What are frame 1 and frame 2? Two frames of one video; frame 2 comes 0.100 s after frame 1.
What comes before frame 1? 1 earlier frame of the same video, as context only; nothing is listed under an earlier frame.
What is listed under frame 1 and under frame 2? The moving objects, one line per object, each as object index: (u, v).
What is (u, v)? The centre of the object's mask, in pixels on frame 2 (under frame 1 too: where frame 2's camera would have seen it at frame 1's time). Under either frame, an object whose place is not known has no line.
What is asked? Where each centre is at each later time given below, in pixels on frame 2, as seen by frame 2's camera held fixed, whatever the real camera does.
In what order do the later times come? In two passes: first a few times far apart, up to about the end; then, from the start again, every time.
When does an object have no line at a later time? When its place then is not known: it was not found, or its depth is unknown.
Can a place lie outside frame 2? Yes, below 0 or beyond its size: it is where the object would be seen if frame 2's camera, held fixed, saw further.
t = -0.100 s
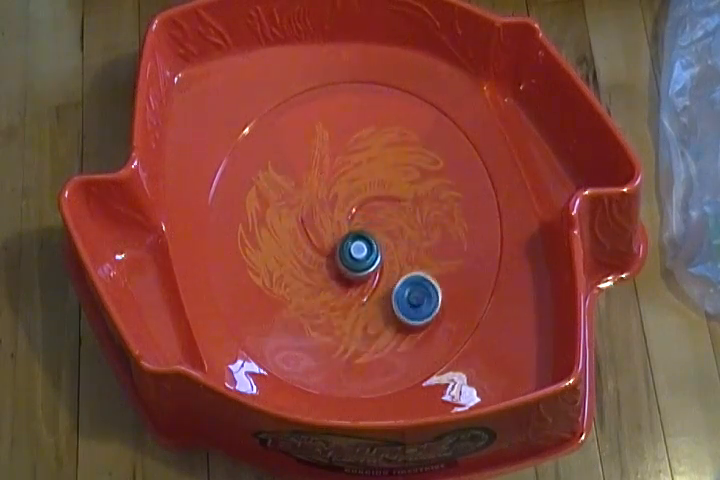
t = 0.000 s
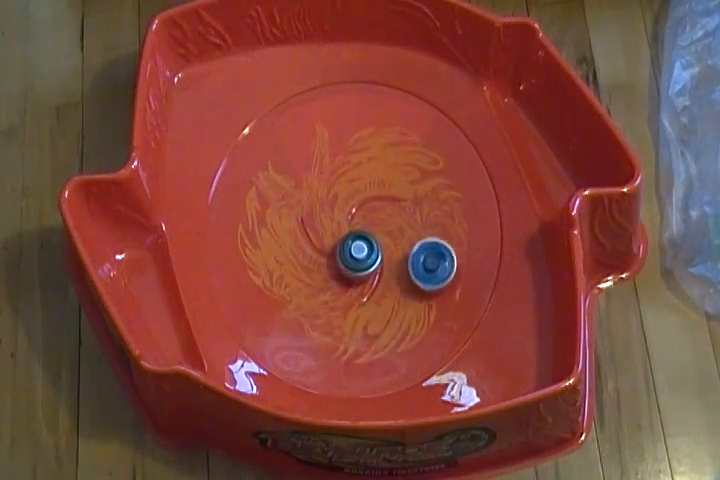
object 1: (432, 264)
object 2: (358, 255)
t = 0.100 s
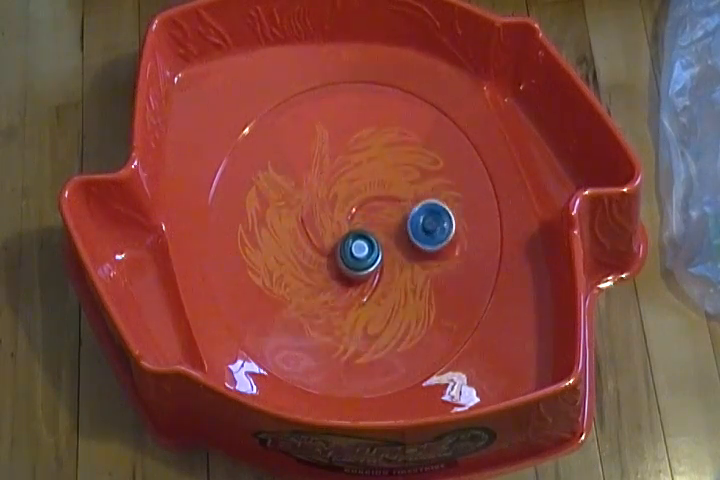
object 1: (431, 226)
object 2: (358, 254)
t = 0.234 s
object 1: (405, 181)
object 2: (359, 252)
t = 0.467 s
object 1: (326, 163)
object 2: (360, 245)
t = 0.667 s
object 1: (280, 213)
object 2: (360, 240)
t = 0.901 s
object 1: (300, 295)
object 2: (360, 236)
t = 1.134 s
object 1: (381, 310)
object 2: (362, 235)
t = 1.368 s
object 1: (423, 237)
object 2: (363, 237)
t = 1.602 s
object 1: (386, 165)
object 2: (362, 242)
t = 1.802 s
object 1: (322, 158)
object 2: (361, 247)
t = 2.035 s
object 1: (283, 225)
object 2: (359, 250)
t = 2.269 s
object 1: (320, 298)
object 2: (358, 252)
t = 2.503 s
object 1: (400, 298)
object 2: (359, 252)
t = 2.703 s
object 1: (429, 235)
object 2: (359, 251)
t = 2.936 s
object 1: (388, 168)
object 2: (360, 246)
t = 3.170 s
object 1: (314, 177)
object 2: (360, 241)
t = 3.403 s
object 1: (290, 250)
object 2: (359, 238)
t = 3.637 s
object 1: (337, 315)
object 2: (360, 237)
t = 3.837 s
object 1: (402, 301)
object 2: (363, 239)
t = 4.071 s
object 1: (420, 222)
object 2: (365, 242)
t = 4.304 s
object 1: (367, 169)
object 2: (362, 245)
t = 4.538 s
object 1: (300, 186)
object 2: (360, 248)
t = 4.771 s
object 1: (289, 256)
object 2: (360, 248)
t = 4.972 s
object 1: (335, 300)
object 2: (360, 247)
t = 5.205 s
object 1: (403, 275)
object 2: (359, 245)
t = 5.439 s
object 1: (410, 202)
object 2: (359, 243)
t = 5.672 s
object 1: (356, 164)
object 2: (359, 241)
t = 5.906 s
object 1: (302, 200)
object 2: (358, 241)
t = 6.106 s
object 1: (297, 247)
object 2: (384, 247)
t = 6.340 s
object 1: (307, 303)
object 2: (405, 250)
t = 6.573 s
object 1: (373, 300)
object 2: (400, 246)
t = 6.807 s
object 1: (360, 337)
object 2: (433, 129)
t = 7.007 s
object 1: (384, 305)
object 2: (419, 119)
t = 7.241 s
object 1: (359, 238)
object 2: (402, 122)
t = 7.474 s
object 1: (306, 206)
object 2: (379, 146)
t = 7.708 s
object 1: (278, 218)
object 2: (358, 181)
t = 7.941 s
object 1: (304, 241)
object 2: (350, 194)
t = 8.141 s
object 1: (334, 246)
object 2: (351, 192)
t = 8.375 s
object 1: (371, 241)
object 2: (346, 197)
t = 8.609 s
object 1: (394, 197)
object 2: (343, 201)
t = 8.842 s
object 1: (417, 151)
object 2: (277, 225)
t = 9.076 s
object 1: (380, 143)
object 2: (267, 243)
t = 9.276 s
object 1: (355, 201)
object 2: (288, 247)
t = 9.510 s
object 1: (358, 268)
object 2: (307, 245)
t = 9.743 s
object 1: (380, 316)
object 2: (321, 242)
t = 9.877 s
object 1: (403, 327)
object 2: (328, 242)
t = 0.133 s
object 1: (426, 213)
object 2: (359, 253)
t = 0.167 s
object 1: (421, 202)
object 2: (359, 253)
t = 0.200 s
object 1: (413, 191)
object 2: (359, 253)
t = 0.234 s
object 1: (405, 181)
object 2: (359, 252)
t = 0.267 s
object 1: (395, 174)
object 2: (359, 251)
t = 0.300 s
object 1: (385, 168)
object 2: (359, 250)
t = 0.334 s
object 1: (373, 164)
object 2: (360, 249)
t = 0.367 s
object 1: (361, 161)
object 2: (360, 249)
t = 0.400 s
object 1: (350, 160)
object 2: (360, 248)
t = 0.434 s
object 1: (338, 161)
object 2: (360, 247)
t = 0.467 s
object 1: (326, 163)
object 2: (360, 245)
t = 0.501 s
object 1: (315, 168)
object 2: (360, 244)
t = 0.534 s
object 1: (305, 174)
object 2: (360, 243)
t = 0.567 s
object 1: (296, 182)
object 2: (360, 242)
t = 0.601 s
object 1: (289, 191)
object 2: (360, 242)
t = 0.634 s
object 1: (284, 201)
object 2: (360, 241)
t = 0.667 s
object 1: (280, 213)
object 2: (360, 240)
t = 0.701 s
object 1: (278, 225)
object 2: (360, 239)
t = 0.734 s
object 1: (278, 237)
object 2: (360, 239)
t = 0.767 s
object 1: (279, 250)
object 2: (360, 238)
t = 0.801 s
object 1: (281, 262)
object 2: (360, 238)
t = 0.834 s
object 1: (286, 273)
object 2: (360, 237)
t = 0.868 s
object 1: (292, 285)
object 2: (360, 237)
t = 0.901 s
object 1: (300, 295)
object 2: (360, 236)
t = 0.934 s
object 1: (309, 303)
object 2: (360, 236)
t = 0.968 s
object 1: (320, 309)
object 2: (360, 236)
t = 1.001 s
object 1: (332, 313)
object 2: (361, 235)
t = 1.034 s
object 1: (344, 316)
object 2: (361, 235)
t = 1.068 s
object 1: (357, 316)
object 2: (361, 235)
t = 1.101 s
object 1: (369, 314)
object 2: (361, 235)
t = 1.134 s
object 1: (381, 310)
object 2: (362, 235)
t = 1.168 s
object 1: (392, 304)
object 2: (362, 235)
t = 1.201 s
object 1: (401, 296)
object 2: (362, 235)
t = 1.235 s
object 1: (409, 286)
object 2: (362, 236)
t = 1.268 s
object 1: (415, 274)
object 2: (363, 236)
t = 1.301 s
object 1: (420, 263)
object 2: (363, 236)
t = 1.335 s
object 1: (422, 250)
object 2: (363, 237)
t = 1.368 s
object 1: (423, 237)
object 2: (363, 237)
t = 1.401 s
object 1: (422, 224)
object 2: (363, 238)
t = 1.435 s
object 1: (420, 213)
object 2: (363, 238)
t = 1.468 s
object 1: (416, 201)
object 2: (363, 239)
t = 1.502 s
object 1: (410, 190)
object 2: (363, 239)
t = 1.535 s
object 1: (404, 180)
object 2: (363, 240)
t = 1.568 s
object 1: (396, 172)
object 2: (362, 241)
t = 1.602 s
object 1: (386, 165)
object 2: (362, 242)
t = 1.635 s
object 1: (376, 160)
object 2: (362, 243)
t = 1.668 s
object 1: (365, 156)
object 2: (362, 244)
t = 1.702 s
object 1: (355, 154)
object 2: (362, 245)
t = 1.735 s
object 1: (343, 153)
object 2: (362, 245)
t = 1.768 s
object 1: (332, 155)
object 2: (361, 246)
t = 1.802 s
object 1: (322, 158)
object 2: (361, 247)
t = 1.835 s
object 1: (312, 164)
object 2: (360, 247)
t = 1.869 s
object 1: (303, 171)
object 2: (360, 247)
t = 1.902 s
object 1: (295, 180)
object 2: (360, 248)
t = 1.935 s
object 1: (289, 190)
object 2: (360, 249)
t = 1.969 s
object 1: (285, 202)
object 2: (359, 249)
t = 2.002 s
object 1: (283, 213)
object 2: (359, 250)
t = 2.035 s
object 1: (283, 225)
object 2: (359, 250)
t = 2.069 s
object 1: (284, 237)
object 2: (359, 251)
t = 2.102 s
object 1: (287, 249)
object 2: (359, 251)
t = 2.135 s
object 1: (291, 261)
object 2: (359, 252)
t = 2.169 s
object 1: (296, 272)
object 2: (359, 252)
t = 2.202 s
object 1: (303, 281)
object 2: (359, 252)
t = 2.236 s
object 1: (311, 291)
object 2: (358, 252)
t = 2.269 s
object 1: (320, 298)
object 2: (358, 252)
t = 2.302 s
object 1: (331, 304)
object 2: (358, 252)
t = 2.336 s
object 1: (342, 307)
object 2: (359, 252)
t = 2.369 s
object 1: (355, 310)
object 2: (359, 252)
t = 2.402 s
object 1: (366, 310)
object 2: (359, 252)
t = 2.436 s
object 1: (378, 308)
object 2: (359, 252)
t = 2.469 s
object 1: (389, 304)
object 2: (359, 252)
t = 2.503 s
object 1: (400, 298)
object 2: (359, 252)
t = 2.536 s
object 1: (408, 290)
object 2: (359, 252)
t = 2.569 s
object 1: (416, 280)
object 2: (359, 252)
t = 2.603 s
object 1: (422, 270)
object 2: (359, 252)
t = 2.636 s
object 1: (425, 259)
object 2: (359, 251)
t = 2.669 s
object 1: (428, 247)
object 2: (359, 251)
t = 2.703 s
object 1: (429, 235)
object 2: (359, 251)
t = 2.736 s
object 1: (428, 223)
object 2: (360, 250)
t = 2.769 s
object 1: (425, 211)
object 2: (360, 250)
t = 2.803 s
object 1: (420, 200)
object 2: (360, 249)
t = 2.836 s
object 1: (414, 190)
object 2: (360, 249)
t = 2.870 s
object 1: (407, 182)
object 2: (360, 248)
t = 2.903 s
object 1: (398, 174)
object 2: (360, 247)
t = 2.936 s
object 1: (388, 168)
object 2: (360, 246)
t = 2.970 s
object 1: (378, 164)
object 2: (360, 245)
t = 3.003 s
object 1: (367, 162)
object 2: (360, 244)
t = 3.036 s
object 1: (355, 162)
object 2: (360, 243)
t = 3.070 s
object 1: (345, 163)
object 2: (360, 243)
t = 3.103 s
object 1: (334, 165)
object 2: (360, 242)
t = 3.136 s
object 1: (324, 170)
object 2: (360, 242)
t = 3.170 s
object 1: (314, 177)
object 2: (360, 241)
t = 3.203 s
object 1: (306, 185)
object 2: (360, 241)
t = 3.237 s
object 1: (300, 194)
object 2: (360, 240)
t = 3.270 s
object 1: (295, 204)
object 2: (359, 240)
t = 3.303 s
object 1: (291, 216)
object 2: (360, 239)
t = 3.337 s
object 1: (289, 227)
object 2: (359, 239)
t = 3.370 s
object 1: (289, 239)
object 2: (359, 239)
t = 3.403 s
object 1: (290, 250)
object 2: (359, 238)
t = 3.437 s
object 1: (293, 262)
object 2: (359, 238)
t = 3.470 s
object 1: (296, 273)
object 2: (359, 238)
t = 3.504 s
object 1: (302, 284)
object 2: (359, 237)
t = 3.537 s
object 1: (309, 294)
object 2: (359, 237)
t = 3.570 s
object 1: (317, 303)
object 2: (360, 237)
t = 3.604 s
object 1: (326, 309)
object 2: (360, 237)
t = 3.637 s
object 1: (337, 315)
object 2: (360, 237)
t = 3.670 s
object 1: (349, 318)
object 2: (361, 237)
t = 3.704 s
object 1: (360, 318)
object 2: (361, 237)
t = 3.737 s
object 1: (372, 317)
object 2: (362, 238)
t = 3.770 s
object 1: (383, 314)
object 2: (362, 238)
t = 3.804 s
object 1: (393, 308)
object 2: (362, 238)
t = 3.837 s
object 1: (402, 301)
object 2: (363, 239)
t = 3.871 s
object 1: (410, 291)
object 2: (363, 239)
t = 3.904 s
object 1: (416, 281)
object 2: (364, 239)
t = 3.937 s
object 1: (420, 270)
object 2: (364, 240)
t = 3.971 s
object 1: (422, 258)
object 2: (364, 240)
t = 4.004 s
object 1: (423, 246)
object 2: (365, 241)
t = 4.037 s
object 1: (422, 234)
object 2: (365, 241)
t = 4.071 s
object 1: (420, 222)
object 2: (365, 242)
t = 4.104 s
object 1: (415, 211)
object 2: (365, 242)
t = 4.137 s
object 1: (410, 201)
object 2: (364, 243)
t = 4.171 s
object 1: (403, 191)
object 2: (364, 243)
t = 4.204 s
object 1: (396, 184)
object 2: (364, 244)
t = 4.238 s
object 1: (386, 177)
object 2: (363, 244)
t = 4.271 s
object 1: (377, 173)
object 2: (363, 245)
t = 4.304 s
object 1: (367, 169)
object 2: (362, 245)
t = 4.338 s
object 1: (357, 167)
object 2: (362, 246)
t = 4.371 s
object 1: (346, 166)
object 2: (361, 247)
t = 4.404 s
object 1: (336, 166)
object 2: (361, 247)
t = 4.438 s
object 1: (326, 168)
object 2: (361, 248)
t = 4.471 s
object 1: (316, 173)
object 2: (360, 248)
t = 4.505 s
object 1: (308, 179)
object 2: (360, 248)
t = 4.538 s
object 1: (300, 186)
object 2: (360, 248)
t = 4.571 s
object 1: (294, 194)
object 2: (360, 248)
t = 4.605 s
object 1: (289, 203)
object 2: (360, 248)
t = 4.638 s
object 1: (286, 214)
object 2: (360, 248)
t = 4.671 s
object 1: (285, 224)
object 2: (360, 248)
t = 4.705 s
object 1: (285, 235)
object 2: (360, 248)
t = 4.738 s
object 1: (286, 246)
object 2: (360, 248)
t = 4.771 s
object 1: (289, 256)
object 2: (360, 248)
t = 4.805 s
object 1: (294, 266)
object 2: (360, 248)
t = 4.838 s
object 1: (300, 276)
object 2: (360, 247)
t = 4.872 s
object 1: (307, 284)
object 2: (360, 247)
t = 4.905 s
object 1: (315, 291)
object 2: (360, 247)
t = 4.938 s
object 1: (325, 296)
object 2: (360, 247)
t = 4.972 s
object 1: (335, 300)
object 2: (360, 247)
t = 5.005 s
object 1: (346, 302)
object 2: (360, 246)
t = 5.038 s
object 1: (357, 302)
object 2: (360, 246)
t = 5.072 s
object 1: (368, 301)
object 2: (360, 246)
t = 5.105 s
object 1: (379, 297)
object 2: (360, 246)
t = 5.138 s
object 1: (388, 291)
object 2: (359, 246)
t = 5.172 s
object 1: (396, 284)
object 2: (359, 245)
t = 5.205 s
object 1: (403, 275)
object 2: (359, 245)
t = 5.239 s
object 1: (408, 266)
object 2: (359, 245)
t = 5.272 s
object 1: (412, 256)
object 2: (359, 245)
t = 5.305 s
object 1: (415, 245)
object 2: (359, 244)
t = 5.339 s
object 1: (416, 234)
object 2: (359, 244)
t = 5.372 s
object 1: (415, 224)
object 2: (359, 244)
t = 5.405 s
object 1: (413, 213)
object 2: (359, 244)
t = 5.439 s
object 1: (410, 202)
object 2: (359, 243)
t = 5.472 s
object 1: (406, 193)
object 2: (359, 243)
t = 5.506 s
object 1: (400, 184)
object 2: (359, 242)
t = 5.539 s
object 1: (393, 177)
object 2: (359, 242)
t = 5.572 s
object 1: (384, 172)
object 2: (359, 242)
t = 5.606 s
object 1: (375, 168)
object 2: (359, 242)
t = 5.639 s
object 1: (365, 165)
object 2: (359, 242)
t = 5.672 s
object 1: (356, 164)
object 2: (359, 241)
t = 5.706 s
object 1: (346, 164)
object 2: (358, 241)
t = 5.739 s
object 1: (336, 166)
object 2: (358, 241)
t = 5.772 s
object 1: (327, 170)
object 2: (358, 241)
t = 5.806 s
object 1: (319, 176)
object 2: (358, 241)
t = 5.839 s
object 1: (312, 182)
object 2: (358, 241)
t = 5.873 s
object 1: (306, 191)
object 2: (358, 241)
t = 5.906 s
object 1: (302, 200)
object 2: (358, 241)
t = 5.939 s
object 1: (299, 210)
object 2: (358, 241)
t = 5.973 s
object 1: (302, 219)
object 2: (358, 241)
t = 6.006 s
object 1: (306, 228)
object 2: (358, 242)
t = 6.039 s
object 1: (309, 236)
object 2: (360, 242)
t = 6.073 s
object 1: (302, 241)
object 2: (373, 245)
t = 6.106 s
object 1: (297, 247)
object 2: (384, 247)
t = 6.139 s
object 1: (294, 254)
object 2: (392, 249)
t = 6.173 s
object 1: (293, 262)
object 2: (399, 250)
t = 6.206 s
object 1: (292, 271)
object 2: (404, 250)
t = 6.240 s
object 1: (293, 280)
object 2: (406, 251)
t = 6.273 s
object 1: (296, 289)
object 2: (406, 250)
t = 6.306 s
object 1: (301, 296)
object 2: (406, 250)
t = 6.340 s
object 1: (307, 303)
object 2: (405, 250)
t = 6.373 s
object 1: (315, 308)
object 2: (405, 249)
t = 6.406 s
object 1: (324, 312)
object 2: (404, 249)
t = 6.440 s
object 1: (333, 314)
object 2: (404, 248)
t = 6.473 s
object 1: (344, 313)
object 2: (402, 248)
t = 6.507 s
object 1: (354, 311)
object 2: (402, 247)
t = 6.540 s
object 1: (364, 307)
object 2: (400, 247)
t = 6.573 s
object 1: (373, 300)
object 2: (400, 246)
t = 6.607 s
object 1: (379, 296)
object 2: (401, 243)
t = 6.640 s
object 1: (371, 311)
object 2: (412, 217)
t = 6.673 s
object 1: (364, 322)
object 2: (421, 194)
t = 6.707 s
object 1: (360, 330)
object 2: (428, 171)
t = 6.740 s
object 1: (357, 334)
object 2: (431, 154)
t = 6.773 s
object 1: (358, 336)
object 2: (433, 139)
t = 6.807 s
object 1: (360, 337)
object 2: (433, 129)
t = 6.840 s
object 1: (364, 336)
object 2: (431, 123)
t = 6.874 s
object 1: (369, 333)
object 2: (429, 121)
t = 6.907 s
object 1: (374, 328)
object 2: (426, 119)
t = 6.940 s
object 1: (379, 322)
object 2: (424, 119)
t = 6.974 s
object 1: (382, 314)
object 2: (421, 119)
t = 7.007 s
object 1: (384, 305)
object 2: (419, 119)
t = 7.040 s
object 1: (384, 295)
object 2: (416, 119)
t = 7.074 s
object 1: (382, 284)
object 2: (413, 120)
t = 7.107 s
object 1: (379, 274)
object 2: (411, 120)
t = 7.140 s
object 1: (375, 264)
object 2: (409, 120)
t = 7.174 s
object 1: (371, 254)
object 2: (406, 120)
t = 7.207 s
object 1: (366, 246)
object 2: (404, 120)
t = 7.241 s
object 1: (359, 238)
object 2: (402, 122)
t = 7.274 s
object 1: (352, 231)
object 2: (399, 124)
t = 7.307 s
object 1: (344, 225)
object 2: (396, 126)
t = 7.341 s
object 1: (337, 220)
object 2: (392, 129)
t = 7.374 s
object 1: (329, 215)
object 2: (389, 133)
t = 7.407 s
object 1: (321, 211)
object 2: (386, 137)
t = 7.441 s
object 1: (313, 208)
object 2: (382, 141)
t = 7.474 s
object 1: (306, 206)
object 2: (379, 146)
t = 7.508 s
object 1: (299, 205)
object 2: (375, 152)
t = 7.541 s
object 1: (293, 205)
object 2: (372, 157)
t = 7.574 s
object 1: (288, 206)
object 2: (369, 162)
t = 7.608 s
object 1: (284, 207)
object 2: (366, 168)
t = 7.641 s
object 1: (281, 210)
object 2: (363, 172)
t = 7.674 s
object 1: (279, 214)
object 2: (360, 177)
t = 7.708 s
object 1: (278, 218)
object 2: (358, 181)
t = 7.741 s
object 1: (279, 222)
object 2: (357, 184)
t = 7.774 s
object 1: (280, 227)
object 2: (355, 186)
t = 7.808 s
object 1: (282, 231)
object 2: (354, 188)
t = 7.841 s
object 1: (286, 234)
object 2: (353, 190)
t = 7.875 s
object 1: (291, 237)
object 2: (352, 191)
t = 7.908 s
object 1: (297, 240)
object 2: (351, 192)
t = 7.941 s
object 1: (304, 241)
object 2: (350, 194)
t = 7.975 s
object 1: (312, 241)
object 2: (349, 195)
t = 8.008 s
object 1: (320, 240)
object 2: (348, 196)
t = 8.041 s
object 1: (325, 242)
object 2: (349, 194)
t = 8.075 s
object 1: (327, 245)
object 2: (351, 193)
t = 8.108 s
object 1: (330, 247)
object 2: (351, 193)
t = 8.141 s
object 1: (334, 246)
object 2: (351, 192)
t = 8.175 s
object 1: (337, 247)
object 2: (351, 194)
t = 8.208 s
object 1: (339, 248)
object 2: (350, 194)
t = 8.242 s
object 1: (343, 247)
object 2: (349, 194)
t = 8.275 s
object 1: (349, 247)
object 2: (348, 195)
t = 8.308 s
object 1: (356, 247)
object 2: (347, 196)
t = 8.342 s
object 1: (364, 245)
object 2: (347, 196)
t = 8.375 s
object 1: (371, 241)
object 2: (346, 197)
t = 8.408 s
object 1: (377, 237)
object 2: (346, 197)
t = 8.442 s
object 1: (381, 233)
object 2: (345, 198)
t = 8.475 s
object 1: (386, 227)
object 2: (345, 199)
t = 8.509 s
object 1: (390, 220)
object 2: (344, 200)
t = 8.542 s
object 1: (393, 213)
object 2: (344, 200)
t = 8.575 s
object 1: (394, 205)
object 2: (344, 200)
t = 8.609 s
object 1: (394, 197)
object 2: (343, 201)
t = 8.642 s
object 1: (394, 190)
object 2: (343, 202)
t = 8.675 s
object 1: (391, 186)
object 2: (343, 202)
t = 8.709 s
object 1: (388, 181)
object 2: (340, 203)
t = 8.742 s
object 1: (401, 171)
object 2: (319, 210)
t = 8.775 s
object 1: (409, 163)
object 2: (302, 215)
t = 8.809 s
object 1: (415, 156)
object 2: (288, 220)
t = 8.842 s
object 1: (417, 151)
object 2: (277, 225)
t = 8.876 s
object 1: (416, 146)
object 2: (269, 229)
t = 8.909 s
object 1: (414, 141)
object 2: (264, 234)
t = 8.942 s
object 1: (409, 137)
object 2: (262, 237)
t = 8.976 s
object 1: (403, 134)
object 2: (262, 239)
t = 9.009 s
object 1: (396, 135)
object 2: (263, 241)
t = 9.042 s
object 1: (388, 137)
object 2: (265, 242)
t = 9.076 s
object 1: (380, 143)
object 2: (267, 243)
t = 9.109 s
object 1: (373, 150)
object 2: (269, 244)
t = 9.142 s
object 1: (367, 159)
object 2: (273, 245)
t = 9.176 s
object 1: (362, 169)
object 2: (276, 246)
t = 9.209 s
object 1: (359, 180)
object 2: (280, 247)
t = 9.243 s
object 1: (356, 190)
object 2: (284, 247)
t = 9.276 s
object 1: (355, 201)
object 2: (288, 247)
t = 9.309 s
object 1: (353, 210)
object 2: (291, 247)
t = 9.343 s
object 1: (354, 219)
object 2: (294, 247)
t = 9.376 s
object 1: (354, 229)
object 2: (297, 247)
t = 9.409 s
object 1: (354, 238)
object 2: (301, 247)
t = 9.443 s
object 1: (355, 249)
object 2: (303, 246)
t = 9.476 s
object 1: (356, 258)
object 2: (305, 246)
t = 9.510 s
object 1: (358, 268)
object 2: (307, 245)
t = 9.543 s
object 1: (360, 277)
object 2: (308, 244)
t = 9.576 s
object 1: (363, 286)
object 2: (311, 243)
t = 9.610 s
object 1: (365, 293)
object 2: (312, 242)
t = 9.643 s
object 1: (368, 300)
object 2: (316, 241)
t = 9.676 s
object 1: (372, 305)
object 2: (319, 241)
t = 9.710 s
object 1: (376, 311)
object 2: (320, 241)
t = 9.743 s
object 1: (380, 316)
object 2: (321, 242)
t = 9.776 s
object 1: (385, 320)
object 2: (322, 242)
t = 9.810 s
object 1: (391, 324)
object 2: (324, 242)
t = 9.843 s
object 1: (397, 326)
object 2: (326, 242)
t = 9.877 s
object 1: (403, 327)
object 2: (328, 242)
